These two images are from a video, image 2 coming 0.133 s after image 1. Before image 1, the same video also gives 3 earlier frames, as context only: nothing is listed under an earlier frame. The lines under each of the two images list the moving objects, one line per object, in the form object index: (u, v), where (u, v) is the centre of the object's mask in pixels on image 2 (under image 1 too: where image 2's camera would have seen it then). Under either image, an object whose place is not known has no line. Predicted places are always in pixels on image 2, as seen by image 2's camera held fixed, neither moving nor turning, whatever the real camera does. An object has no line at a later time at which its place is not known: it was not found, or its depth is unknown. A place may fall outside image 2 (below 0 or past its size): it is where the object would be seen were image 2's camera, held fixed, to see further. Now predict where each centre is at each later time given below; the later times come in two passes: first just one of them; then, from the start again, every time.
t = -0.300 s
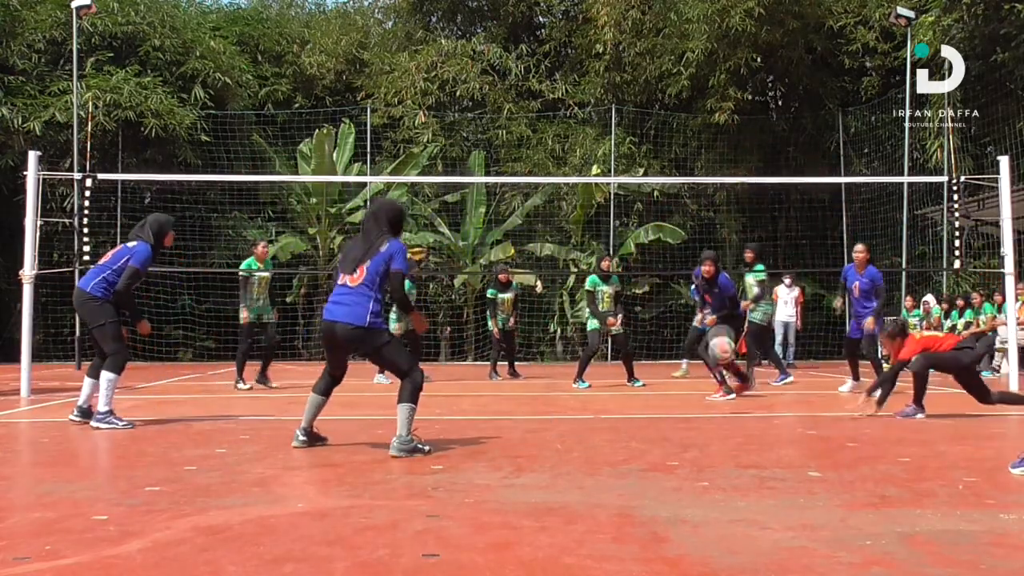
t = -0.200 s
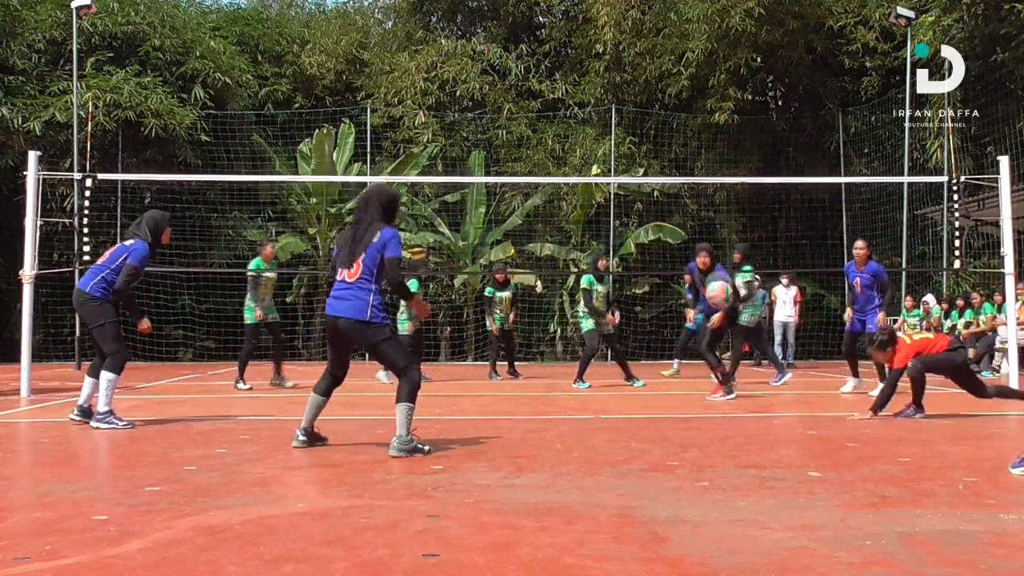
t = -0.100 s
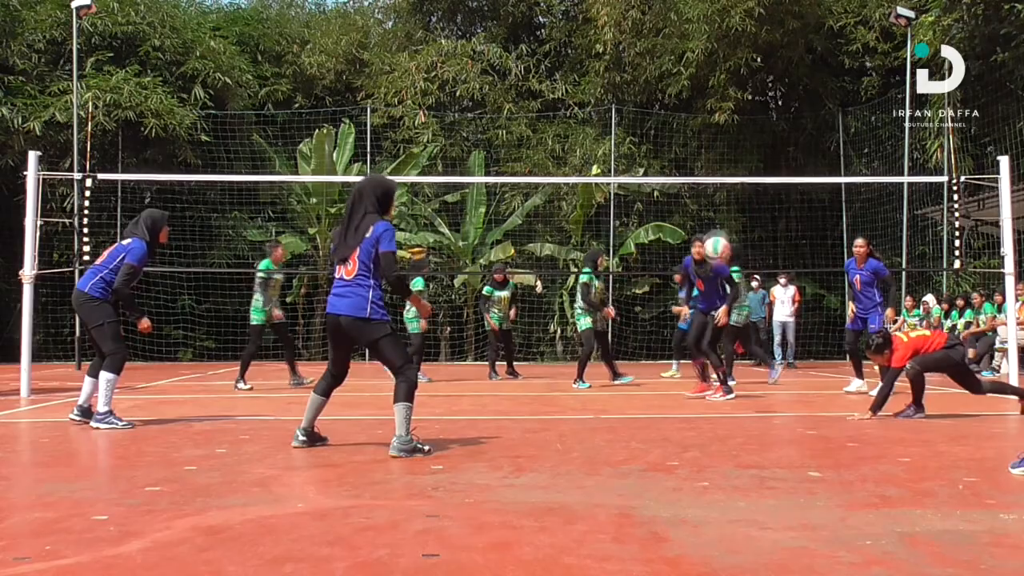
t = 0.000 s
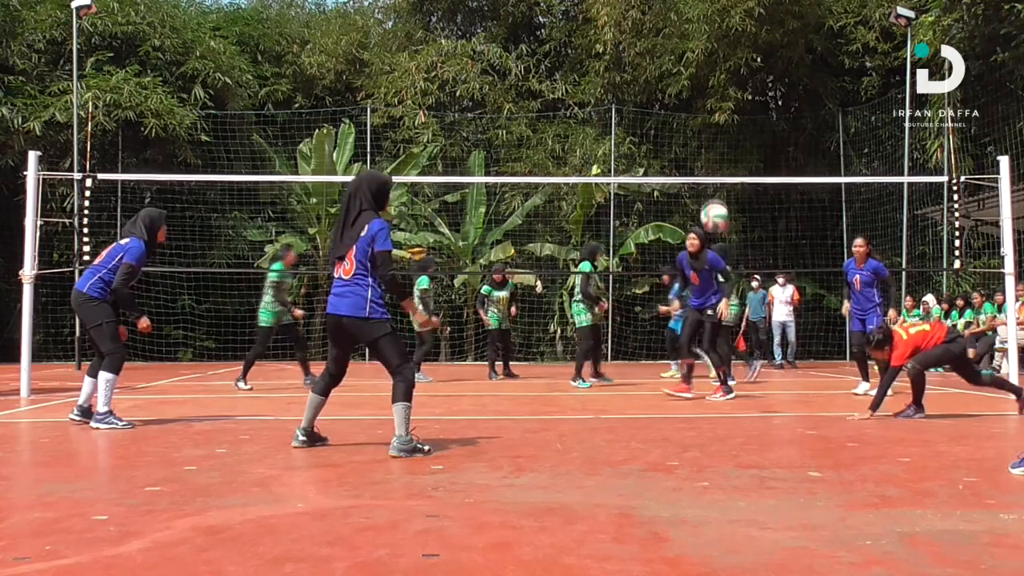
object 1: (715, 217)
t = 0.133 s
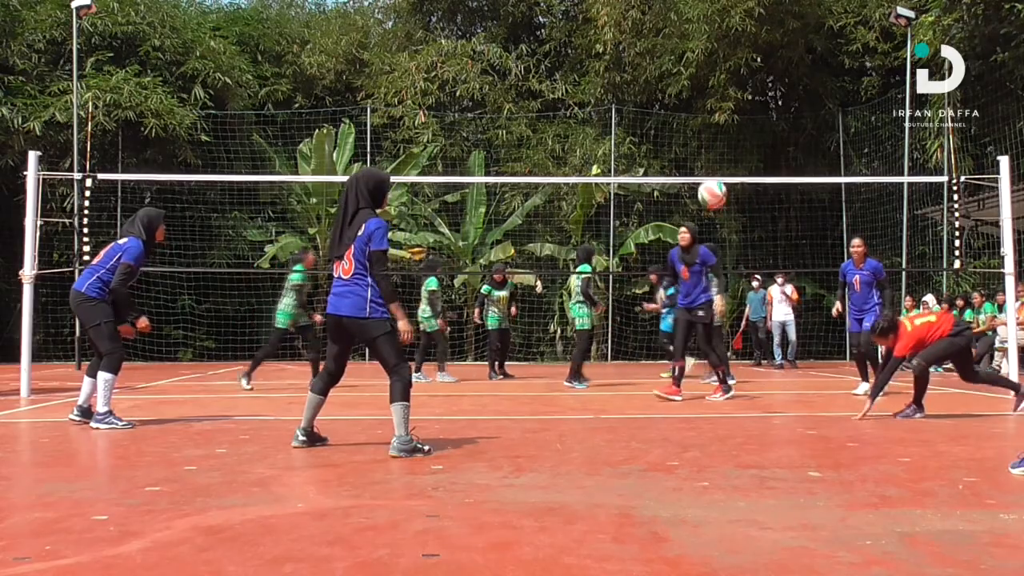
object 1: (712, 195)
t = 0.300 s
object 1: (710, 196)
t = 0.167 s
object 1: (711, 191)
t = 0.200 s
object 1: (711, 191)
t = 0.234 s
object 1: (711, 191)
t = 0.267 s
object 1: (710, 193)
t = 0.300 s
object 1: (710, 196)
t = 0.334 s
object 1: (709, 201)
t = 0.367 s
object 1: (709, 207)
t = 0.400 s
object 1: (708, 215)
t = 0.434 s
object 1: (708, 226)
